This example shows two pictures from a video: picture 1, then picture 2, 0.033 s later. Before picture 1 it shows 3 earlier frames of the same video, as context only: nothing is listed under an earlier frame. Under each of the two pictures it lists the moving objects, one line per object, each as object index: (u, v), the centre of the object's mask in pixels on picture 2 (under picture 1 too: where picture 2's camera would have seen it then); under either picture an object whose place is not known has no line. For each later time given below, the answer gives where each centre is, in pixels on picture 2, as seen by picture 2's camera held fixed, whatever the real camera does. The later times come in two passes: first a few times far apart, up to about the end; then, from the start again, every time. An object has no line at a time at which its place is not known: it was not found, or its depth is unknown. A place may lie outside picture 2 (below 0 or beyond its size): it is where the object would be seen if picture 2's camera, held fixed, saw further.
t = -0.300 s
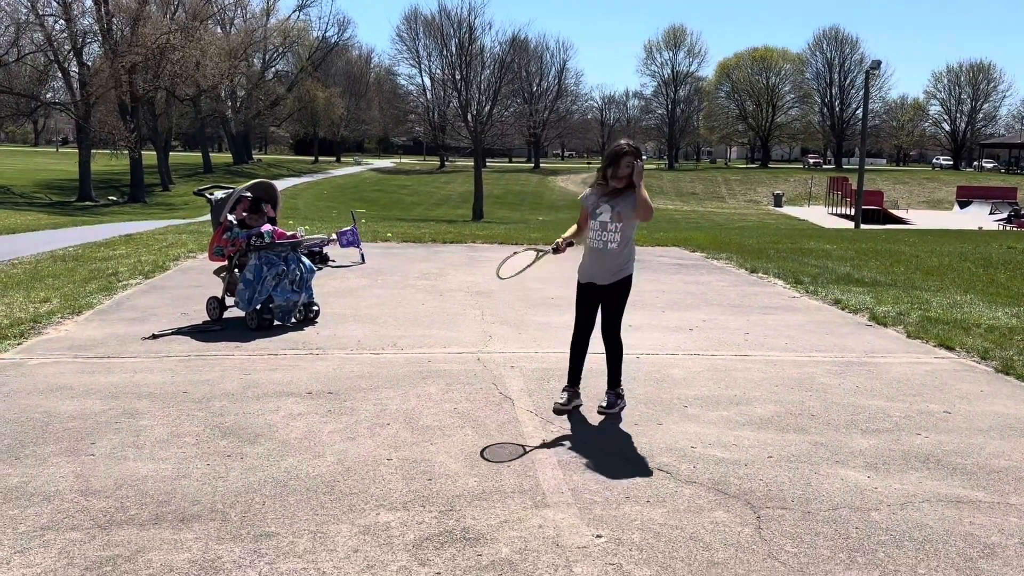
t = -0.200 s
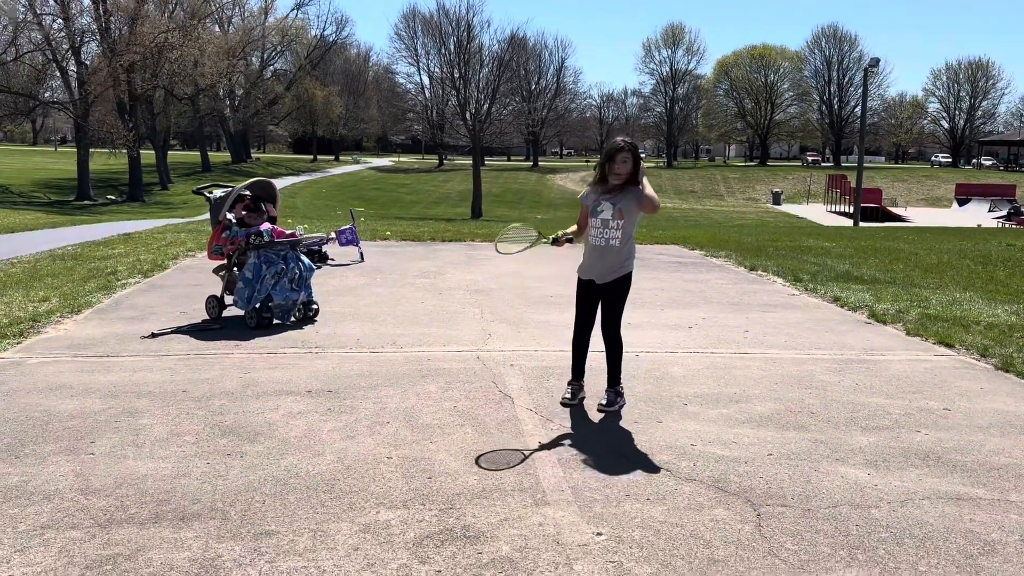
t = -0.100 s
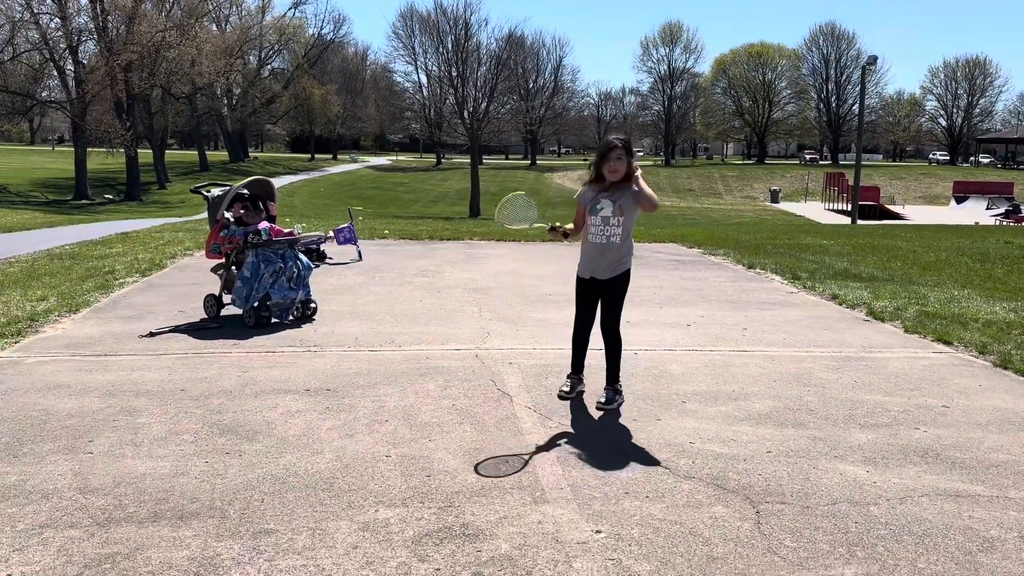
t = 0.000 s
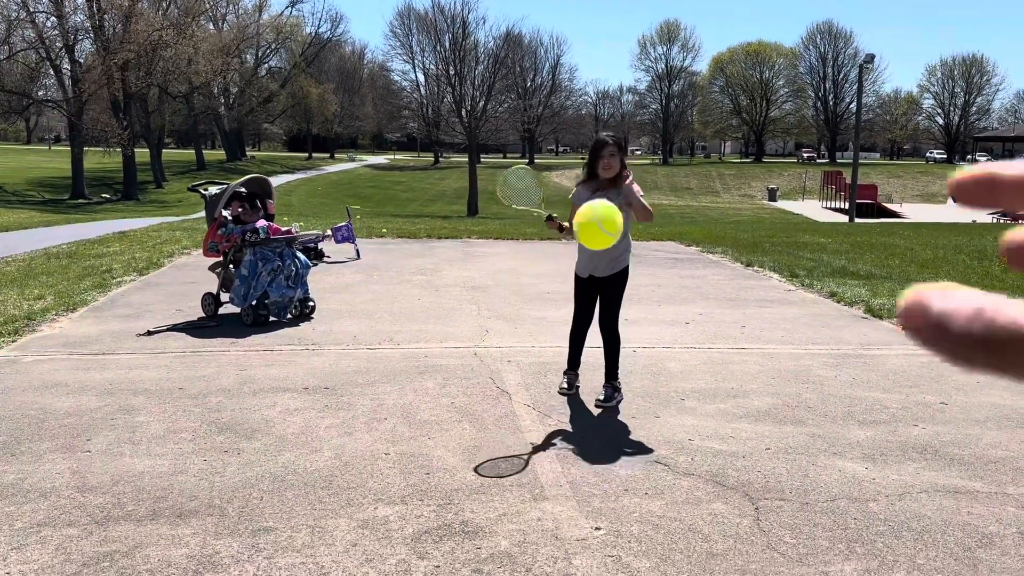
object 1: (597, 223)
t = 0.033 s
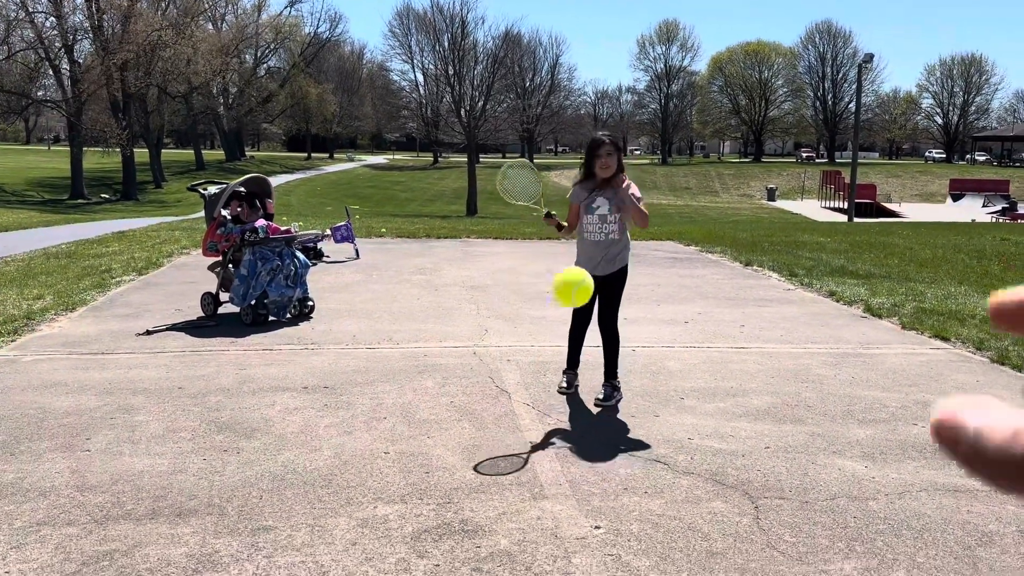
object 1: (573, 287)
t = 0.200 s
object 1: (508, 485)
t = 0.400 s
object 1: (483, 336)
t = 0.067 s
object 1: (554, 338)
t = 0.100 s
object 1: (539, 381)
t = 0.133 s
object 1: (527, 419)
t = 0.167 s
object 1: (518, 453)
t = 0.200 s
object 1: (508, 485)
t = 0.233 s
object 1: (500, 514)
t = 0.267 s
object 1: (494, 498)
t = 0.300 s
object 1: (493, 449)
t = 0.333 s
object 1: (490, 404)
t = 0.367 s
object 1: (486, 367)
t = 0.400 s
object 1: (483, 336)
